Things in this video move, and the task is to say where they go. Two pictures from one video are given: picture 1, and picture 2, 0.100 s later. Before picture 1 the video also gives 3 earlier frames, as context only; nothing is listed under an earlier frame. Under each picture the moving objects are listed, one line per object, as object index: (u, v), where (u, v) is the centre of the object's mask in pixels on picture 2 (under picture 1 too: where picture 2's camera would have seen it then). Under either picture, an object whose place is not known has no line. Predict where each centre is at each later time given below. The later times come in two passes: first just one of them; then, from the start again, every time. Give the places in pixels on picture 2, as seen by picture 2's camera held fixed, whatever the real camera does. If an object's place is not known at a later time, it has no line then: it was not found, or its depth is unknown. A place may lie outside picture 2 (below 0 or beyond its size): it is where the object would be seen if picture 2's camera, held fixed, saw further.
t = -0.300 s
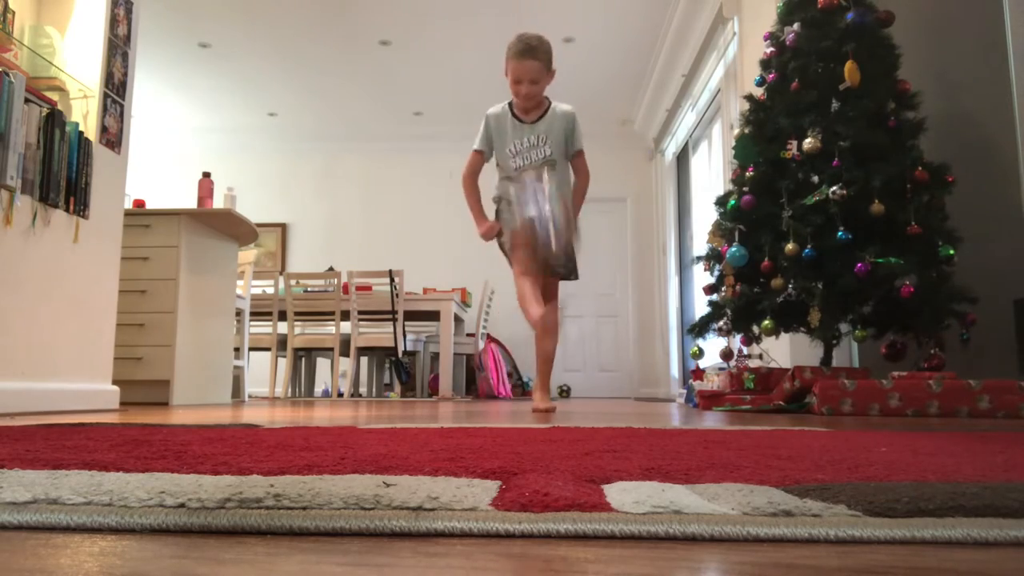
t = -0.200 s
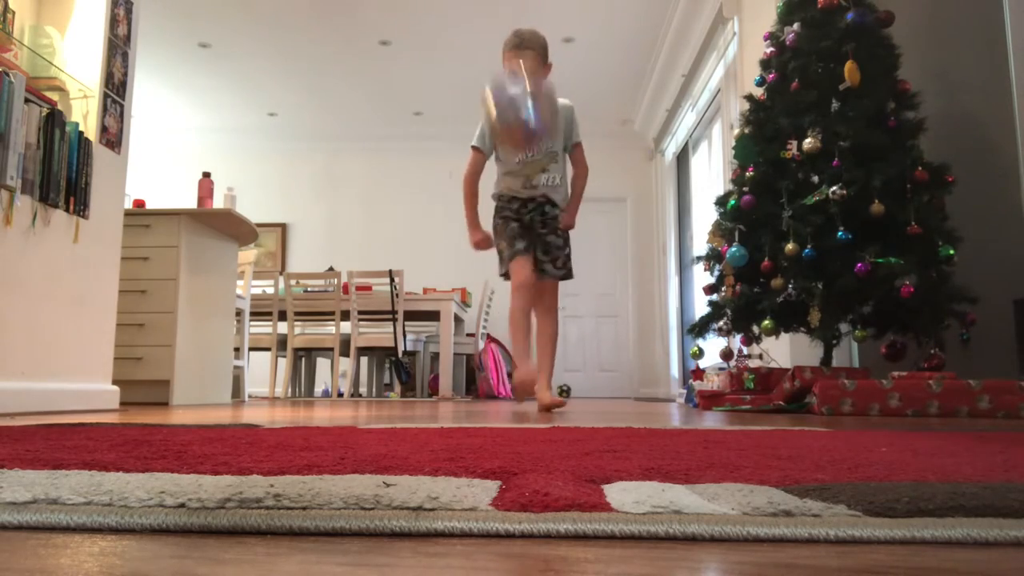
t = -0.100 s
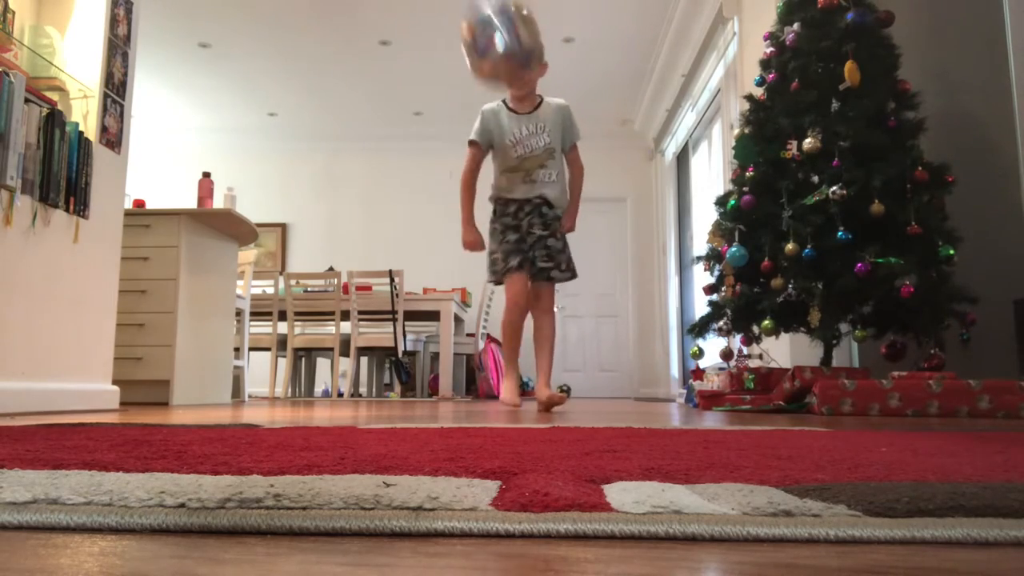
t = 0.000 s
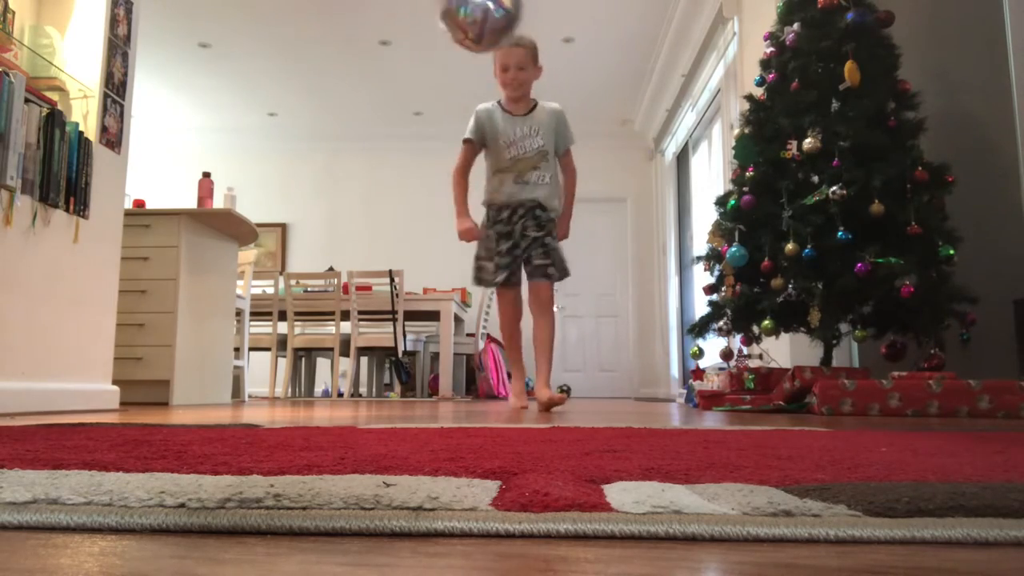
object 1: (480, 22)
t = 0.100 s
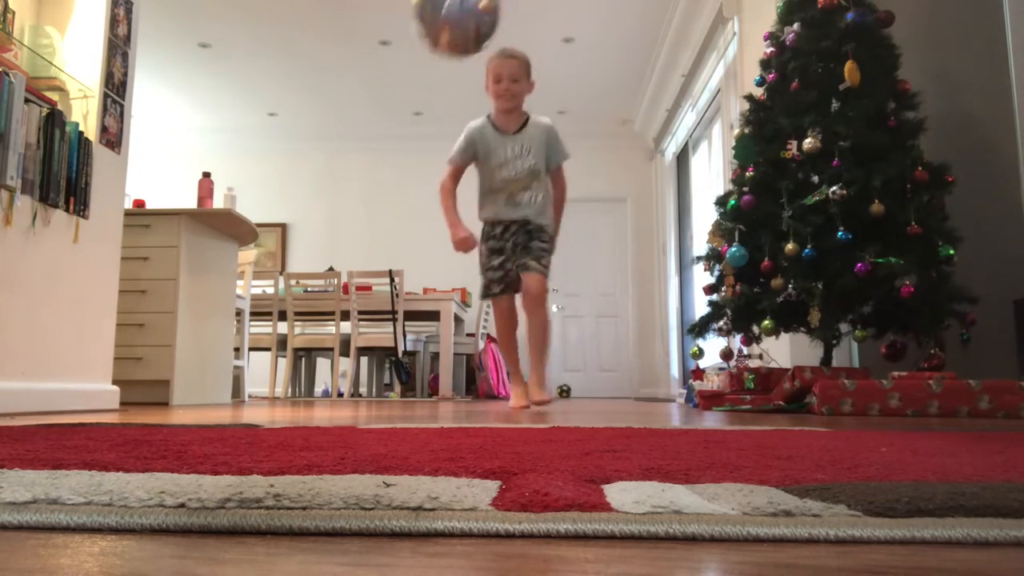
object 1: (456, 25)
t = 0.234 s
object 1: (421, 79)
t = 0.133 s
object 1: (447, 30)
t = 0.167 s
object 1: (438, 39)
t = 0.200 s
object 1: (430, 53)
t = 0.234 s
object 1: (421, 79)
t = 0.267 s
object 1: (412, 108)
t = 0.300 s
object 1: (399, 145)
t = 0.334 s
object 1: (388, 190)
